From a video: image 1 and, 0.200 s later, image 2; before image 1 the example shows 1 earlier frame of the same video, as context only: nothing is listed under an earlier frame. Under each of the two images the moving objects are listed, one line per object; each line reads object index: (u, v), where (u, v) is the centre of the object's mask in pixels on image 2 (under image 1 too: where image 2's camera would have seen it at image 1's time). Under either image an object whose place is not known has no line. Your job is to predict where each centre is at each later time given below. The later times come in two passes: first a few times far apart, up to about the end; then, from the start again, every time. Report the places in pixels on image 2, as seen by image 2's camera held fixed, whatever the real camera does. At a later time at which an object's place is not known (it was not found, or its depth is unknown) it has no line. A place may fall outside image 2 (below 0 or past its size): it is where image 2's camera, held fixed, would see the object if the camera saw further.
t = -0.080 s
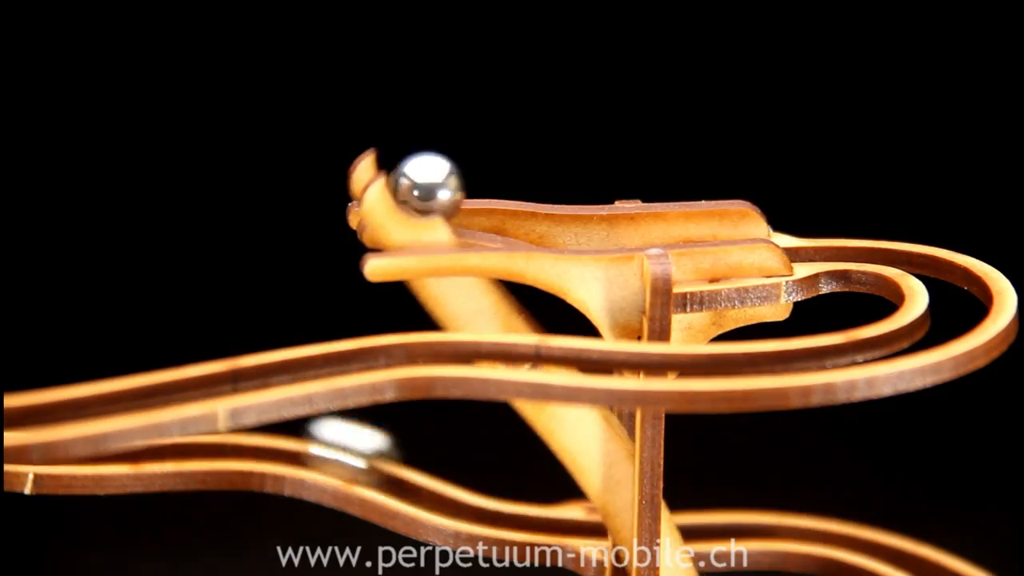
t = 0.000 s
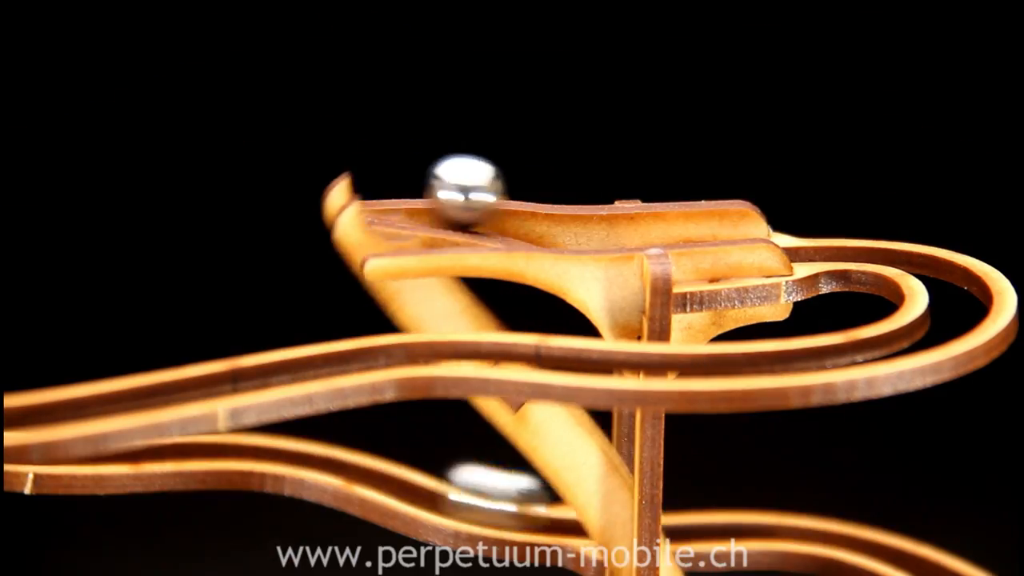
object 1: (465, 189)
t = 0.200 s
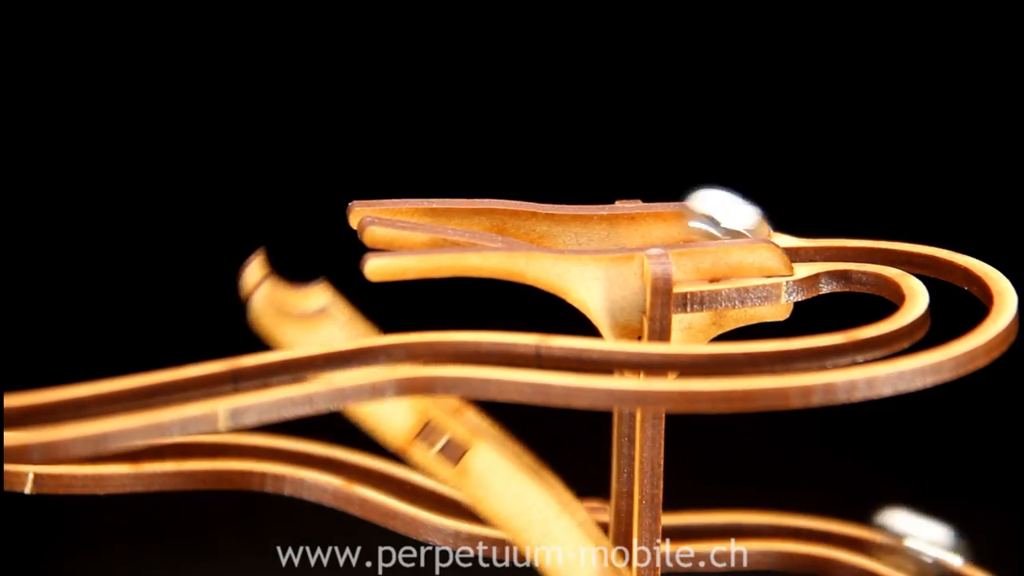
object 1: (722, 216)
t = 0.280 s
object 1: (807, 228)
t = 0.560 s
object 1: (944, 253)
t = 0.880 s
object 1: (951, 299)
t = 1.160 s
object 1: (716, 343)
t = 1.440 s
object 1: (246, 354)
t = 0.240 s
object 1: (774, 223)
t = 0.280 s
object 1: (807, 228)
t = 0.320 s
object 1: (836, 230)
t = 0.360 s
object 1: (864, 230)
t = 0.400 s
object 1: (888, 234)
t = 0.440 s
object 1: (909, 238)
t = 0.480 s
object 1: (923, 242)
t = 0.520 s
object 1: (935, 248)
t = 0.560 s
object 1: (944, 253)
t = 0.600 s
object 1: (950, 257)
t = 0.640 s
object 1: (955, 263)
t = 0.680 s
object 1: (959, 268)
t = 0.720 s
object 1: (961, 274)
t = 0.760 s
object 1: (962, 280)
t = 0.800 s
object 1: (961, 286)
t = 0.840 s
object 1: (957, 292)
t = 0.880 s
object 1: (951, 299)
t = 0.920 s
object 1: (941, 307)
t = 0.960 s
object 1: (922, 315)
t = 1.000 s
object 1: (895, 323)
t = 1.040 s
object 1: (859, 329)
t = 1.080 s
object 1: (820, 335)
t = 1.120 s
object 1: (771, 340)
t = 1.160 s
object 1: (716, 343)
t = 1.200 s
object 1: (657, 342)
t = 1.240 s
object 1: (598, 339)
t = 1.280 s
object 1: (538, 333)
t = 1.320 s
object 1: (475, 328)
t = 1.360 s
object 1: (402, 330)
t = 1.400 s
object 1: (326, 340)
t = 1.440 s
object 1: (246, 354)
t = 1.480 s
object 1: (163, 369)
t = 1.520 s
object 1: (69, 387)
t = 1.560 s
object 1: (18, 392)
